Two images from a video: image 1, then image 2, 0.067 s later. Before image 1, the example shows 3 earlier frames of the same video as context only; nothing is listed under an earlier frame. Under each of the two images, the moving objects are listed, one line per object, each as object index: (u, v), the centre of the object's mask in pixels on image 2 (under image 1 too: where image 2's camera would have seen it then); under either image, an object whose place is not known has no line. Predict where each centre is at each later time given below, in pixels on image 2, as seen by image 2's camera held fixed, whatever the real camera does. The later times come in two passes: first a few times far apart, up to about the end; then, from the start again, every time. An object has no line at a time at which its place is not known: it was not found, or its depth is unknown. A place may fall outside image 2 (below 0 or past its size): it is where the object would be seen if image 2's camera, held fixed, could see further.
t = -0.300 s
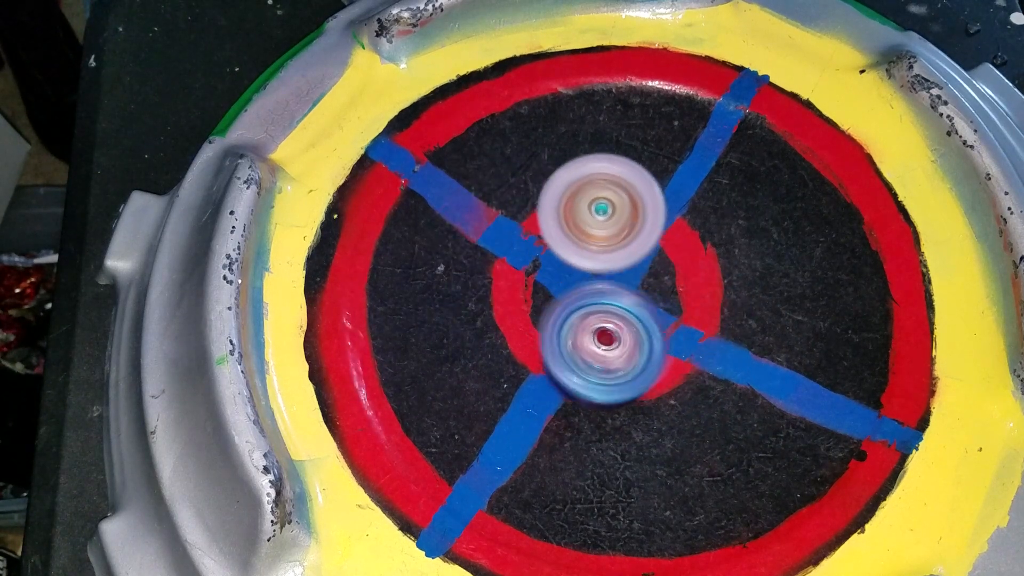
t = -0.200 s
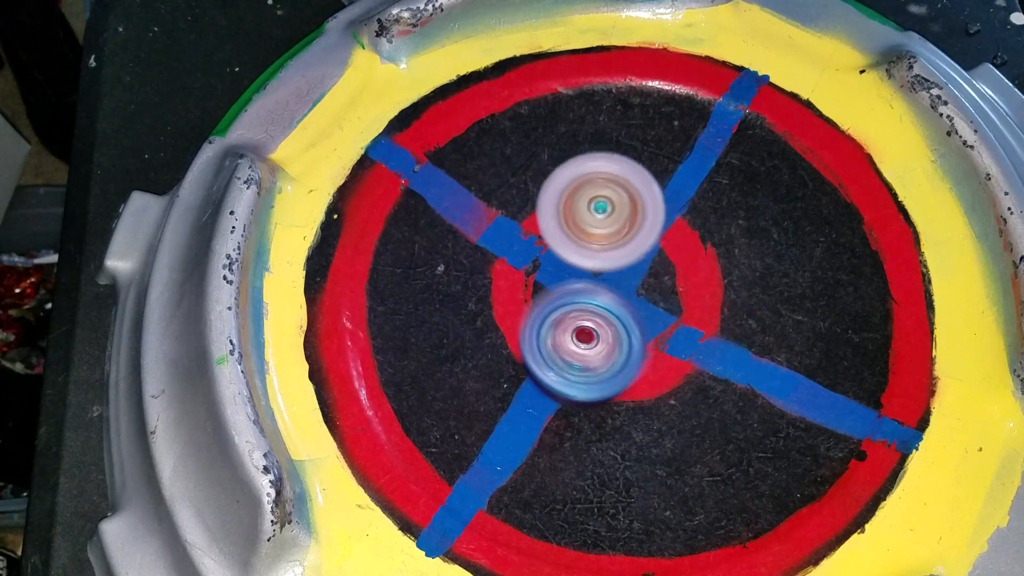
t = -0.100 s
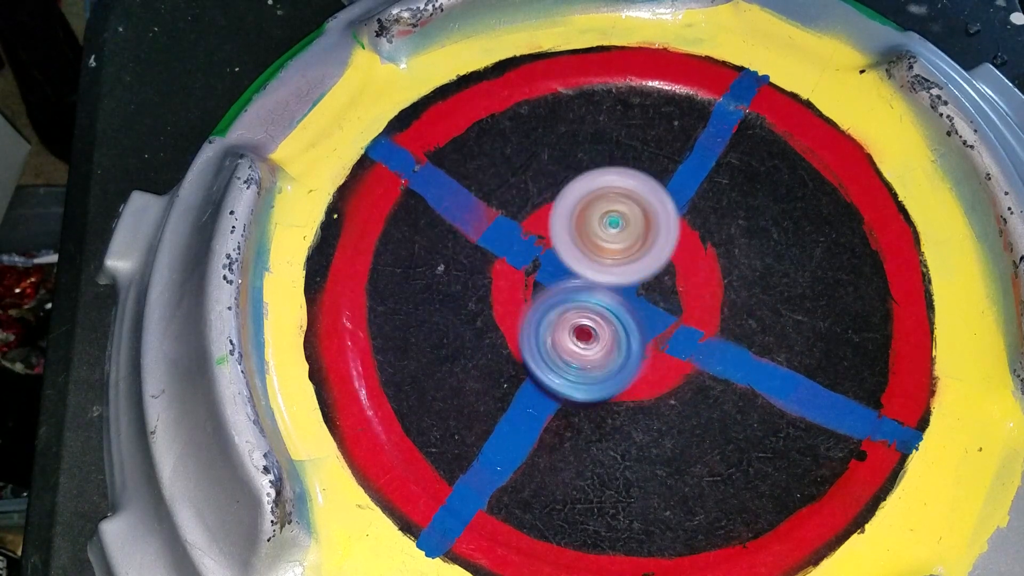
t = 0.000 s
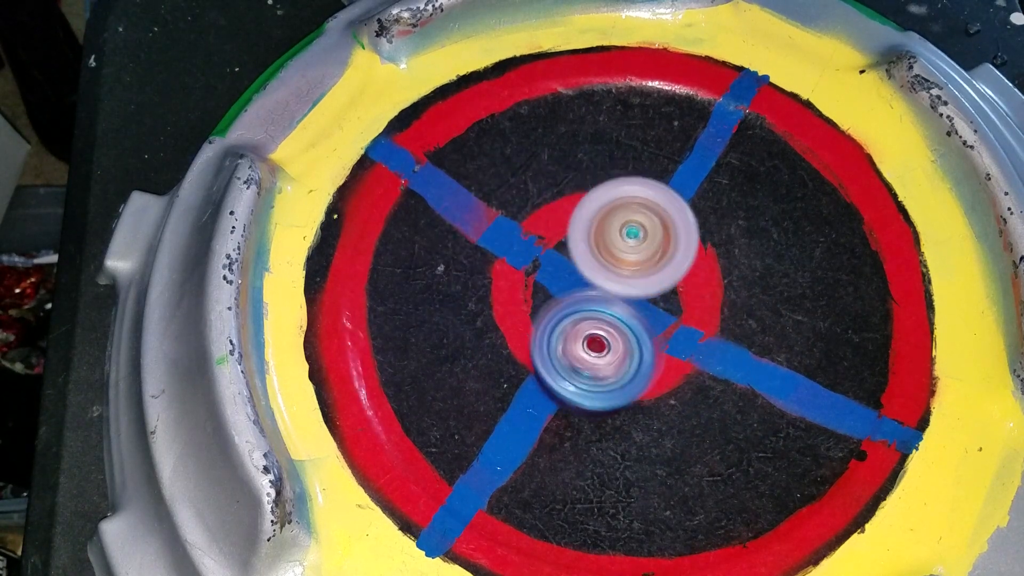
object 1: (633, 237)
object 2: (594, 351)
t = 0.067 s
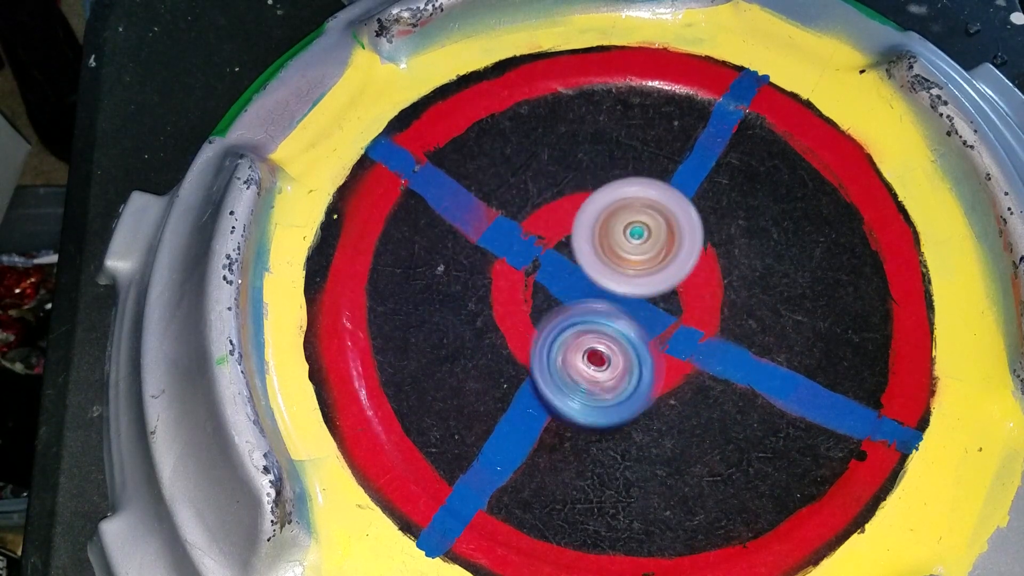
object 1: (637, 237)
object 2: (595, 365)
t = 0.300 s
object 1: (627, 248)
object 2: (564, 367)
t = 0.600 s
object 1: (626, 264)
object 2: (533, 353)
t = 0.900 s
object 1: (633, 289)
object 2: (516, 340)
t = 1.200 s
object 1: (639, 290)
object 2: (518, 338)
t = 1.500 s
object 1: (650, 269)
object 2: (543, 373)
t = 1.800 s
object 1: (733, 157)
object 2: (475, 421)
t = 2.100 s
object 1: (605, 219)
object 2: (488, 330)
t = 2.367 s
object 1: (625, 258)
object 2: (479, 364)
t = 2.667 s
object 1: (652, 293)
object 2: (515, 357)
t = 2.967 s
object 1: (667, 288)
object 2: (517, 363)
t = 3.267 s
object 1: (663, 290)
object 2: (501, 344)
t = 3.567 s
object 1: (685, 283)
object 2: (454, 331)
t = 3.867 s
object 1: (617, 292)
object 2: (479, 307)
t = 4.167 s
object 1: (679, 278)
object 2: (434, 299)
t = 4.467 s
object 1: (635, 274)
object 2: (506, 299)
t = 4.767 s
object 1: (635, 287)
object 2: (513, 327)
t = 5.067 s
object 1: (632, 296)
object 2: (515, 344)
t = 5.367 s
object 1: (633, 298)
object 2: (513, 343)
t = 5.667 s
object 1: (633, 287)
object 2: (514, 342)
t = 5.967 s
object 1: (620, 283)
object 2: (509, 339)
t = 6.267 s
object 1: (622, 282)
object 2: (512, 340)
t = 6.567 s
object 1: (628, 279)
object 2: (526, 358)
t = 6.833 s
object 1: (634, 273)
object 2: (525, 380)
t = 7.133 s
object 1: (639, 270)
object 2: (564, 401)
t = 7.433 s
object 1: (616, 260)
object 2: (588, 383)
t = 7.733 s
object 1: (603, 254)
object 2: (606, 381)
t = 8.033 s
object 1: (594, 249)
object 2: (631, 369)
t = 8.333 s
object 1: (587, 254)
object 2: (643, 362)
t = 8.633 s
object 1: (589, 256)
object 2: (650, 369)
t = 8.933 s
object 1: (589, 262)
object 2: (656, 387)
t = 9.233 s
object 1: (592, 278)
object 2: (659, 392)
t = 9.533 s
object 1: (579, 280)
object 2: (659, 385)
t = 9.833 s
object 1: (568, 281)
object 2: (678, 380)
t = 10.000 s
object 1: (548, 270)
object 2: (694, 381)
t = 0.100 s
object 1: (639, 231)
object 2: (594, 373)
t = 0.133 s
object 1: (639, 229)
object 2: (593, 375)
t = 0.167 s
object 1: (637, 229)
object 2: (590, 374)
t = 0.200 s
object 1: (635, 231)
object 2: (584, 373)
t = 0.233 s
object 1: (633, 234)
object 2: (576, 373)
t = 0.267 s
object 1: (630, 240)
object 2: (569, 371)
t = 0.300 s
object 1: (627, 248)
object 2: (564, 367)
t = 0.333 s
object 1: (622, 257)
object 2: (560, 361)
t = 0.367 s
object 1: (621, 262)
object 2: (552, 362)
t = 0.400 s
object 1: (626, 258)
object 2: (542, 368)
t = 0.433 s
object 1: (630, 256)
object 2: (534, 371)
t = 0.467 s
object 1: (632, 254)
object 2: (529, 371)
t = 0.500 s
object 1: (632, 255)
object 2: (528, 369)
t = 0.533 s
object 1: (630, 258)
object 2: (529, 366)
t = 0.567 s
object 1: (628, 261)
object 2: (531, 360)
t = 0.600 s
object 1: (626, 264)
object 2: (533, 353)
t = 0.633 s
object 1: (627, 270)
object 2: (533, 347)
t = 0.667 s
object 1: (631, 275)
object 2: (525, 347)
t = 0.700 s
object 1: (635, 277)
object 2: (518, 349)
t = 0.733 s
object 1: (636, 280)
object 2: (513, 350)
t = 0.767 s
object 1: (636, 282)
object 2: (511, 349)
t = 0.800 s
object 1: (634, 284)
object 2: (509, 347)
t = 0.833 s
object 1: (632, 285)
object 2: (511, 346)
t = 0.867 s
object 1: (632, 286)
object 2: (513, 342)
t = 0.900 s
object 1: (633, 289)
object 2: (516, 340)
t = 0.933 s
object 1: (637, 291)
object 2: (519, 338)
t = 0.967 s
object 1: (642, 292)
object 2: (519, 337)
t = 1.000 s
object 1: (644, 293)
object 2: (520, 336)
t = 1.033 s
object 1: (643, 294)
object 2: (523, 334)
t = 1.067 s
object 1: (646, 293)
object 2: (520, 335)
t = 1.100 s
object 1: (646, 292)
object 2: (518, 335)
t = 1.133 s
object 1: (643, 292)
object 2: (518, 336)
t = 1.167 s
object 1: (639, 292)
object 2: (520, 337)
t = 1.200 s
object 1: (639, 290)
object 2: (518, 338)
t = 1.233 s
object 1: (640, 287)
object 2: (518, 339)
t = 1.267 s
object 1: (638, 285)
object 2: (519, 341)
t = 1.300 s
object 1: (635, 284)
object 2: (524, 343)
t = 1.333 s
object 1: (636, 281)
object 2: (527, 346)
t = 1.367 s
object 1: (637, 279)
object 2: (531, 348)
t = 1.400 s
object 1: (637, 278)
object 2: (539, 350)
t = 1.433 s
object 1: (639, 275)
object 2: (540, 356)
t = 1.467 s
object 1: (646, 270)
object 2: (539, 366)
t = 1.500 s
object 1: (650, 269)
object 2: (543, 373)
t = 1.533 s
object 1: (650, 269)
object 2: (551, 376)
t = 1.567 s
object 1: (647, 270)
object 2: (564, 372)
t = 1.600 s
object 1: (647, 269)
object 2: (568, 373)
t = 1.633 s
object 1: (676, 240)
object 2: (543, 398)
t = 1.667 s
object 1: (701, 214)
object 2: (523, 417)
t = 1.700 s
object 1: (719, 192)
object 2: (508, 428)
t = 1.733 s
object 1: (731, 177)
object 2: (495, 431)
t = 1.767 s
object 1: (735, 165)
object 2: (485, 429)
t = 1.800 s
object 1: (733, 157)
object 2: (475, 421)
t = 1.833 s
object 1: (725, 153)
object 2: (466, 410)
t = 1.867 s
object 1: (712, 154)
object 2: (460, 402)
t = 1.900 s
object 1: (697, 157)
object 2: (456, 392)
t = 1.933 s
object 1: (681, 164)
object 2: (456, 382)
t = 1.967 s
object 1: (664, 173)
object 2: (459, 372)
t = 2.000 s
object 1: (648, 184)
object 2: (465, 361)
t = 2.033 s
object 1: (633, 195)
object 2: (472, 350)
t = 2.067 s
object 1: (619, 208)
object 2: (478, 340)
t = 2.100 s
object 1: (605, 219)
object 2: (488, 330)
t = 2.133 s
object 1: (593, 229)
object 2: (496, 319)
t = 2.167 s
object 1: (588, 236)
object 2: (493, 319)
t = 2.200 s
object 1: (599, 234)
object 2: (479, 334)
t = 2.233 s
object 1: (607, 235)
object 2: (471, 346)
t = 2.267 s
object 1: (614, 238)
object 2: (470, 354)
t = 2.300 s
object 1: (620, 244)
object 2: (470, 360)
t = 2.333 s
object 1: (623, 251)
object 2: (474, 363)
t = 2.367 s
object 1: (625, 258)
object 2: (479, 364)
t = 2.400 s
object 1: (627, 266)
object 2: (485, 363)
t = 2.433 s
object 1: (628, 273)
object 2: (495, 362)
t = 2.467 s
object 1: (628, 281)
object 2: (502, 360)
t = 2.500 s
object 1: (628, 287)
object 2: (510, 356)
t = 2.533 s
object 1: (629, 292)
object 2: (517, 353)
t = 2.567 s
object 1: (630, 294)
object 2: (519, 351)
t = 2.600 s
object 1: (638, 293)
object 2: (515, 352)
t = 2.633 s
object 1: (647, 292)
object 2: (514, 354)
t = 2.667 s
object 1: (652, 293)
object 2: (515, 357)
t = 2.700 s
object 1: (655, 295)
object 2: (519, 359)
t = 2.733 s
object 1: (654, 296)
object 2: (523, 360)
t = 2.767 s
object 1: (651, 298)
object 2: (530, 357)
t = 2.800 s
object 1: (648, 299)
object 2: (535, 356)
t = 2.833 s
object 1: (655, 293)
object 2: (527, 358)
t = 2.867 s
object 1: (661, 289)
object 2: (521, 361)
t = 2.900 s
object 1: (666, 287)
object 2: (516, 363)
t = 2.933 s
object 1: (667, 287)
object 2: (515, 363)
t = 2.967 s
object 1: (667, 288)
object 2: (517, 363)
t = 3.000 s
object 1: (664, 289)
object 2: (519, 360)
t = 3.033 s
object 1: (661, 291)
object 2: (525, 356)
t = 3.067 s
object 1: (656, 293)
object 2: (532, 351)
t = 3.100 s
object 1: (652, 294)
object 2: (535, 349)
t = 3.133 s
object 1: (661, 289)
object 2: (518, 351)
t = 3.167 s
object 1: (665, 287)
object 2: (509, 350)
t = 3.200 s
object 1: (667, 287)
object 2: (502, 349)
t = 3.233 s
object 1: (665, 288)
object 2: (500, 346)
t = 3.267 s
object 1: (663, 290)
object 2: (501, 344)
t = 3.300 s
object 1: (657, 292)
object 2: (505, 340)
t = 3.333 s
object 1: (650, 294)
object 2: (510, 337)
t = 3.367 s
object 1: (642, 296)
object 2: (518, 332)
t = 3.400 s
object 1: (652, 290)
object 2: (500, 335)
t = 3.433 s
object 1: (669, 286)
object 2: (478, 338)
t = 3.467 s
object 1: (679, 284)
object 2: (467, 338)
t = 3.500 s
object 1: (686, 283)
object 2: (462, 337)
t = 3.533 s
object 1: (686, 283)
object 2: (457, 334)
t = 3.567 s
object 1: (685, 283)
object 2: (454, 331)
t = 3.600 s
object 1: (680, 284)
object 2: (454, 327)
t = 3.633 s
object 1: (674, 284)
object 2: (454, 325)
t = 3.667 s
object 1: (667, 285)
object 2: (455, 322)
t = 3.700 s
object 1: (660, 285)
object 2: (457, 319)
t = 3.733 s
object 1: (650, 287)
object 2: (460, 316)
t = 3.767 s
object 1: (641, 288)
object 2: (463, 314)
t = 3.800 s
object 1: (632, 289)
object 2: (468, 312)
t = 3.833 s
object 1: (624, 290)
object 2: (473, 309)
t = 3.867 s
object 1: (617, 292)
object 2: (479, 307)
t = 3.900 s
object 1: (613, 294)
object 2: (483, 305)
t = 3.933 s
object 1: (632, 293)
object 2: (462, 307)
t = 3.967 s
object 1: (657, 291)
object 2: (439, 308)
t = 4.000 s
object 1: (674, 289)
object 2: (427, 308)
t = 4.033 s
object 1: (682, 288)
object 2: (422, 307)
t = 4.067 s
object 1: (685, 286)
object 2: (422, 306)
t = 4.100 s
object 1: (685, 284)
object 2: (425, 304)
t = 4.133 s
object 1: (682, 281)
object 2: (429, 301)
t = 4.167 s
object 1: (679, 278)
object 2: (434, 299)
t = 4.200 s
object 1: (674, 276)
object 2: (443, 296)
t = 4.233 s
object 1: (669, 273)
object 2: (450, 295)
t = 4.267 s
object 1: (664, 273)
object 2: (457, 293)
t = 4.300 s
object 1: (658, 272)
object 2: (465, 292)
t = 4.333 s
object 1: (652, 272)
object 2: (475, 291)
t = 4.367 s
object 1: (644, 272)
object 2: (485, 291)
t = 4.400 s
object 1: (637, 272)
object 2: (497, 294)
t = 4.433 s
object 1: (633, 273)
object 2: (506, 295)
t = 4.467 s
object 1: (635, 274)
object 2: (506, 299)
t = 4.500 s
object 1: (635, 277)
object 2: (509, 302)
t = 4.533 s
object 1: (635, 280)
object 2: (510, 306)
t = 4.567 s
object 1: (635, 281)
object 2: (511, 311)
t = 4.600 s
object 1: (637, 282)
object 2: (512, 315)
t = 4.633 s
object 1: (637, 283)
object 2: (513, 317)
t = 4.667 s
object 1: (636, 284)
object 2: (515, 319)
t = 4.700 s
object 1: (635, 285)
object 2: (513, 322)
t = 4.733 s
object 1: (635, 286)
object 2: (513, 325)
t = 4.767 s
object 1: (635, 287)
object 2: (513, 327)
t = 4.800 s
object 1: (636, 288)
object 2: (514, 328)
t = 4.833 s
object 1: (637, 290)
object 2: (515, 330)
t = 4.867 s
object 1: (637, 291)
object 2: (515, 332)
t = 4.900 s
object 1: (637, 291)
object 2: (514, 334)
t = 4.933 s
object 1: (635, 291)
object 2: (514, 336)
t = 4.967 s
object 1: (634, 292)
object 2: (515, 338)
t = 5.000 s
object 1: (633, 293)
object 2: (515, 340)
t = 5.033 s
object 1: (634, 295)
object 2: (515, 342)
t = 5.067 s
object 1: (632, 296)
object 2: (515, 344)
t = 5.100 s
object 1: (632, 296)
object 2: (515, 345)
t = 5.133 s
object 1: (633, 297)
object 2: (514, 345)
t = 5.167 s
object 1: (632, 296)
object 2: (514, 345)
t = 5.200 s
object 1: (633, 297)
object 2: (514, 345)
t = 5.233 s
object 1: (633, 298)
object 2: (514, 345)
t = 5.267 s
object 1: (633, 298)
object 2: (514, 344)
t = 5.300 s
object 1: (634, 298)
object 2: (513, 344)
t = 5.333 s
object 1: (633, 298)
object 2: (513, 344)
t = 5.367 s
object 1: (633, 298)
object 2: (513, 343)
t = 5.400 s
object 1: (634, 296)
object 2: (511, 343)
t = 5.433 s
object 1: (638, 294)
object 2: (502, 345)
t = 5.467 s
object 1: (640, 294)
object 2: (499, 346)
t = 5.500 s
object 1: (640, 294)
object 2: (500, 345)
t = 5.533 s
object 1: (639, 294)
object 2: (502, 344)
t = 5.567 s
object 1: (638, 294)
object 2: (506, 343)
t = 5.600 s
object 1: (635, 294)
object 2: (513, 342)
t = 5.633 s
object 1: (631, 292)
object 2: (515, 341)
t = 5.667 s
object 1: (633, 287)
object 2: (514, 342)
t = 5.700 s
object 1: (632, 285)
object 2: (514, 343)
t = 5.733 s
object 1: (628, 283)
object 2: (513, 343)
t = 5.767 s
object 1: (623, 282)
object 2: (514, 344)
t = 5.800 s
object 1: (621, 281)
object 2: (514, 346)
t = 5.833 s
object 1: (624, 279)
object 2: (509, 345)
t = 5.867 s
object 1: (623, 278)
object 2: (506, 344)
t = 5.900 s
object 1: (622, 279)
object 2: (508, 342)
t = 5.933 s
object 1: (620, 282)
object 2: (510, 341)
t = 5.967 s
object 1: (620, 283)
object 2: (509, 339)
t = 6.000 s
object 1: (620, 283)
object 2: (509, 338)
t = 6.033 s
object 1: (623, 282)
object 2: (507, 338)
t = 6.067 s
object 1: (624, 281)
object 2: (506, 337)
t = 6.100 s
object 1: (623, 280)
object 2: (506, 337)
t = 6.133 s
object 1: (621, 281)
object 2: (510, 336)
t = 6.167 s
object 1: (623, 281)
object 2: (508, 338)
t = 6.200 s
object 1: (624, 281)
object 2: (508, 339)
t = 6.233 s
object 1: (623, 281)
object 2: (509, 339)
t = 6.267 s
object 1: (622, 282)
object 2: (512, 340)
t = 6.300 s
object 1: (624, 281)
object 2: (513, 343)
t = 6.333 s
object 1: (624, 281)
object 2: (516, 345)
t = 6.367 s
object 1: (624, 282)
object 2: (519, 346)
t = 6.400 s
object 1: (624, 281)
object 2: (519, 349)
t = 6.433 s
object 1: (625, 279)
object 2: (521, 352)
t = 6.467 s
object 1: (624, 280)
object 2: (525, 353)
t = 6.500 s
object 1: (625, 281)
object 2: (526, 355)
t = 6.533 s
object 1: (627, 279)
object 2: (525, 356)
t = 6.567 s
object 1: (628, 279)
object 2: (526, 358)
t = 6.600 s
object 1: (628, 279)
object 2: (530, 357)
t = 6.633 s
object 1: (629, 277)
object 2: (529, 360)
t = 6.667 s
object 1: (630, 276)
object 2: (528, 364)
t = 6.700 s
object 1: (630, 278)
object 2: (530, 365)
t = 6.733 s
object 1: (628, 281)
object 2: (536, 364)
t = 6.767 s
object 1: (628, 281)
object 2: (537, 365)
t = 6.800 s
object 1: (632, 275)
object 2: (528, 373)
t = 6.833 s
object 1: (634, 273)
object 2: (525, 380)
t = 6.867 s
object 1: (634, 273)
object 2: (525, 383)
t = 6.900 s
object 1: (635, 275)
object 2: (526, 385)
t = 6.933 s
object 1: (637, 278)
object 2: (528, 384)
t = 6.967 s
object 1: (637, 281)
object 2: (531, 384)
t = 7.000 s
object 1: (637, 283)
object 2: (535, 382)
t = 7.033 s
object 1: (636, 284)
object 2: (544, 378)
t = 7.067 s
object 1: (634, 284)
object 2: (553, 379)
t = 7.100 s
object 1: (634, 283)
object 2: (561, 384)
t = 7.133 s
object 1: (639, 270)
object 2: (564, 401)
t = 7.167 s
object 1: (640, 262)
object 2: (567, 411)
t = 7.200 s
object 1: (638, 260)
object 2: (572, 415)
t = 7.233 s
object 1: (635, 258)
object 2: (575, 417)
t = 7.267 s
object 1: (631, 256)
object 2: (578, 415)
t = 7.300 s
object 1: (629, 255)
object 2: (581, 412)
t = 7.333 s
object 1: (626, 255)
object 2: (583, 407)
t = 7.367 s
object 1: (623, 256)
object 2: (585, 400)
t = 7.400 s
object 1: (620, 258)
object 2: (586, 392)
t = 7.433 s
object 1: (616, 260)
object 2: (588, 383)
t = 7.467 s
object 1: (612, 261)
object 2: (590, 382)
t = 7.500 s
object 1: (609, 255)
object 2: (590, 388)
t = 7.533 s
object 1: (607, 254)
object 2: (591, 391)
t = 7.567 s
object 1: (607, 252)
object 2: (594, 392)
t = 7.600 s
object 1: (608, 250)
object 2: (597, 391)
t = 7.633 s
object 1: (606, 252)
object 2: (601, 388)
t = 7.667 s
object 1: (604, 254)
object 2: (602, 384)
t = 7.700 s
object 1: (603, 256)
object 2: (604, 379)
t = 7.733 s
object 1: (603, 254)
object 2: (606, 381)
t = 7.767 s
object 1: (603, 252)
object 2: (609, 381)
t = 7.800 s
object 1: (601, 254)
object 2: (611, 381)
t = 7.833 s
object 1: (598, 255)
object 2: (614, 378)
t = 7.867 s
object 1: (595, 254)
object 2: (618, 379)
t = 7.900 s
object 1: (594, 249)
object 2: (622, 383)
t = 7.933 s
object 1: (594, 246)
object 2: (624, 383)
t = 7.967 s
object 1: (594, 246)
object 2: (627, 380)
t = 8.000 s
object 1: (594, 247)
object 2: (629, 375)
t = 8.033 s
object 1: (594, 249)
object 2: (631, 369)
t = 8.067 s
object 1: (594, 248)
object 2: (633, 363)
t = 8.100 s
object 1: (593, 245)
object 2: (635, 361)
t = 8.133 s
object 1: (592, 246)
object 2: (637, 360)
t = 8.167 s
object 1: (590, 245)
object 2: (638, 361)
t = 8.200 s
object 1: (589, 246)
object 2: (638, 361)
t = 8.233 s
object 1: (588, 248)
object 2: (640, 361)
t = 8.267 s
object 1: (589, 250)
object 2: (640, 362)
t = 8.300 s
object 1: (588, 252)
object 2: (641, 362)
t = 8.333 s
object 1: (587, 254)
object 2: (643, 362)
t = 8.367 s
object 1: (586, 254)
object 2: (644, 364)
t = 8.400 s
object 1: (585, 255)
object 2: (647, 367)
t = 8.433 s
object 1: (585, 259)
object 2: (647, 369)
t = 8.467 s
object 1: (585, 260)
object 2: (648, 368)
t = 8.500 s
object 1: (585, 260)
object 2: (646, 368)
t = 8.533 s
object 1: (585, 260)
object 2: (648, 369)
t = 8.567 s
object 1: (585, 257)
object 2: (650, 370)
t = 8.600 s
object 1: (588, 256)
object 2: (650, 371)
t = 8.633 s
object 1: (589, 256)
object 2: (650, 369)
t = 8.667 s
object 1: (589, 256)
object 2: (649, 367)
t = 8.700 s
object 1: (590, 257)
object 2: (647, 366)
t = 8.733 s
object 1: (588, 252)
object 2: (651, 372)
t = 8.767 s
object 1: (588, 247)
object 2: (655, 385)
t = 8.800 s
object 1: (588, 249)
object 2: (658, 390)
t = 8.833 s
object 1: (587, 254)
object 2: (659, 392)
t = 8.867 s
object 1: (586, 257)
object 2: (659, 391)
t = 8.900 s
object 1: (587, 259)
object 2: (657, 389)
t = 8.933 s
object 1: (589, 262)
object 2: (656, 387)
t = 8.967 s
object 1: (591, 266)
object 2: (654, 384)
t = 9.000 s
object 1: (592, 269)
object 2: (652, 381)
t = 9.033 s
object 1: (592, 270)
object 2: (656, 382)
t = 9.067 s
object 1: (592, 269)
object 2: (658, 386)
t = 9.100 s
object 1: (592, 271)
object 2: (661, 387)
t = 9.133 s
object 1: (593, 273)
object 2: (661, 388)
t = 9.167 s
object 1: (594, 277)
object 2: (659, 388)
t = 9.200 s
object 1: (594, 279)
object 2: (659, 388)
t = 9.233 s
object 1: (592, 278)
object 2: (659, 392)
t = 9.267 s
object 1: (591, 277)
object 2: (661, 396)
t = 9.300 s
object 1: (590, 276)
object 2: (662, 395)
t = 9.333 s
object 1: (589, 276)
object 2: (661, 393)
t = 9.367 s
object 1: (588, 277)
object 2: (659, 390)
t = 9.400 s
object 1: (587, 279)
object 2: (658, 387)
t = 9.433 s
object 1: (585, 277)
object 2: (659, 388)
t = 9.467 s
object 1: (583, 275)
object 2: (660, 388)
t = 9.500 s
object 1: (580, 277)
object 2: (659, 387)
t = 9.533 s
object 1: (579, 280)
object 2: (659, 385)
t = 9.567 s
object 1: (579, 282)
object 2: (658, 384)
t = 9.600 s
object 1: (577, 281)
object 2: (663, 385)
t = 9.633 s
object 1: (576, 281)
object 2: (667, 386)
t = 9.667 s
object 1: (576, 282)
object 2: (670, 385)
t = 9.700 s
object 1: (576, 283)
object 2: (671, 383)
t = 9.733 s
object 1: (575, 284)
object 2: (669, 381)
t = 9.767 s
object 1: (575, 285)
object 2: (668, 378)
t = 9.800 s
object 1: (571, 282)
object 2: (675, 380)
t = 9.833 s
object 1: (568, 281)
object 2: (678, 380)
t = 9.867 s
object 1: (567, 282)
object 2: (679, 379)
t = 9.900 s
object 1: (566, 285)
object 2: (677, 375)
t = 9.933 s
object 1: (566, 288)
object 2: (674, 372)
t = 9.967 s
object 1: (558, 280)
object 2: (683, 376)
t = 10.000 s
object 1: (548, 270)
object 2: (694, 381)
